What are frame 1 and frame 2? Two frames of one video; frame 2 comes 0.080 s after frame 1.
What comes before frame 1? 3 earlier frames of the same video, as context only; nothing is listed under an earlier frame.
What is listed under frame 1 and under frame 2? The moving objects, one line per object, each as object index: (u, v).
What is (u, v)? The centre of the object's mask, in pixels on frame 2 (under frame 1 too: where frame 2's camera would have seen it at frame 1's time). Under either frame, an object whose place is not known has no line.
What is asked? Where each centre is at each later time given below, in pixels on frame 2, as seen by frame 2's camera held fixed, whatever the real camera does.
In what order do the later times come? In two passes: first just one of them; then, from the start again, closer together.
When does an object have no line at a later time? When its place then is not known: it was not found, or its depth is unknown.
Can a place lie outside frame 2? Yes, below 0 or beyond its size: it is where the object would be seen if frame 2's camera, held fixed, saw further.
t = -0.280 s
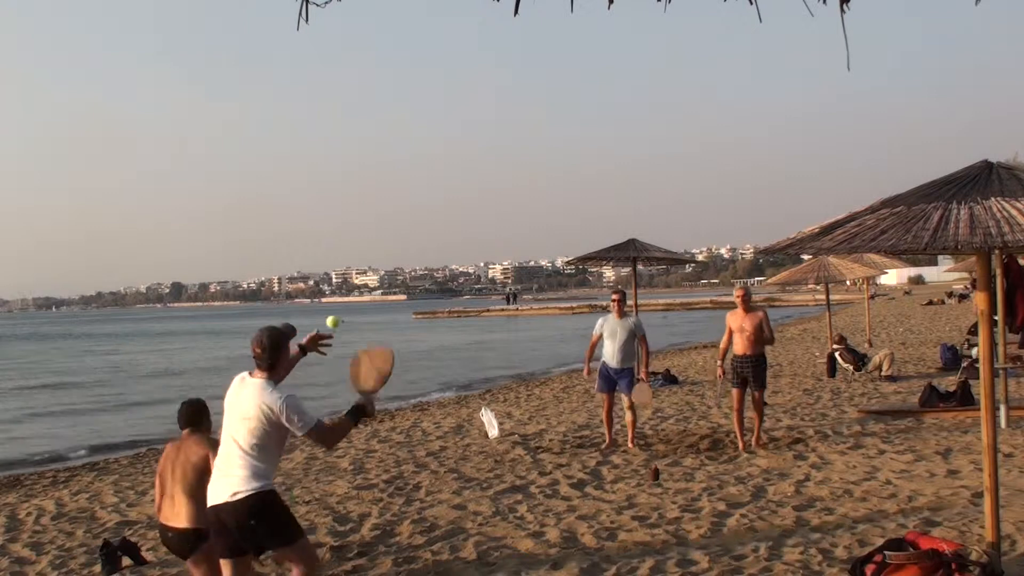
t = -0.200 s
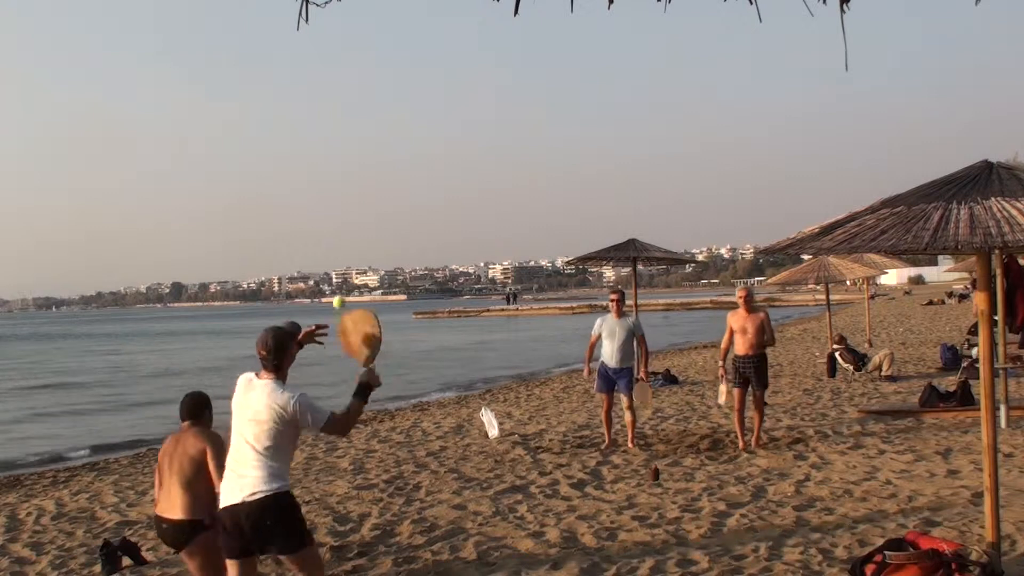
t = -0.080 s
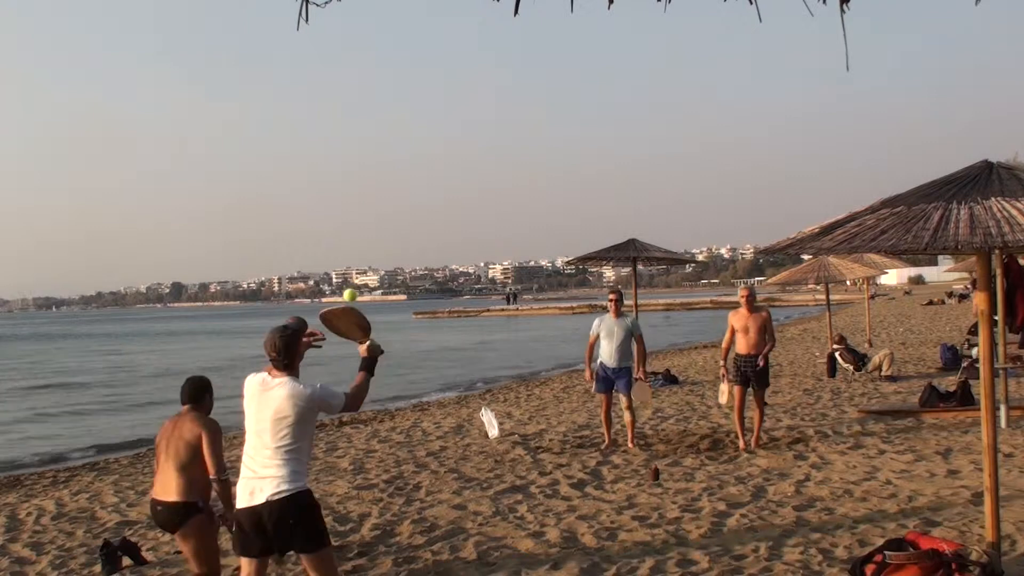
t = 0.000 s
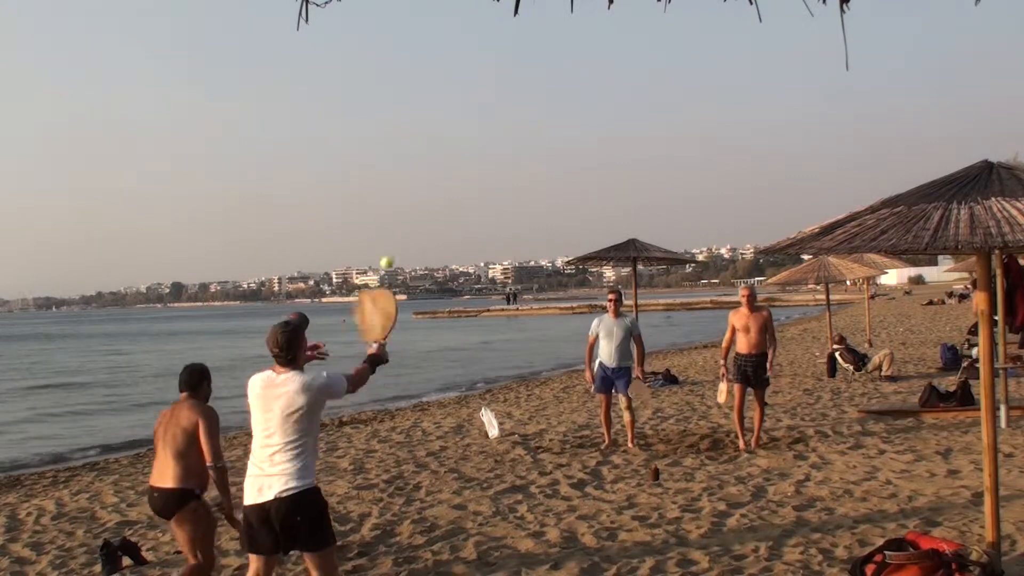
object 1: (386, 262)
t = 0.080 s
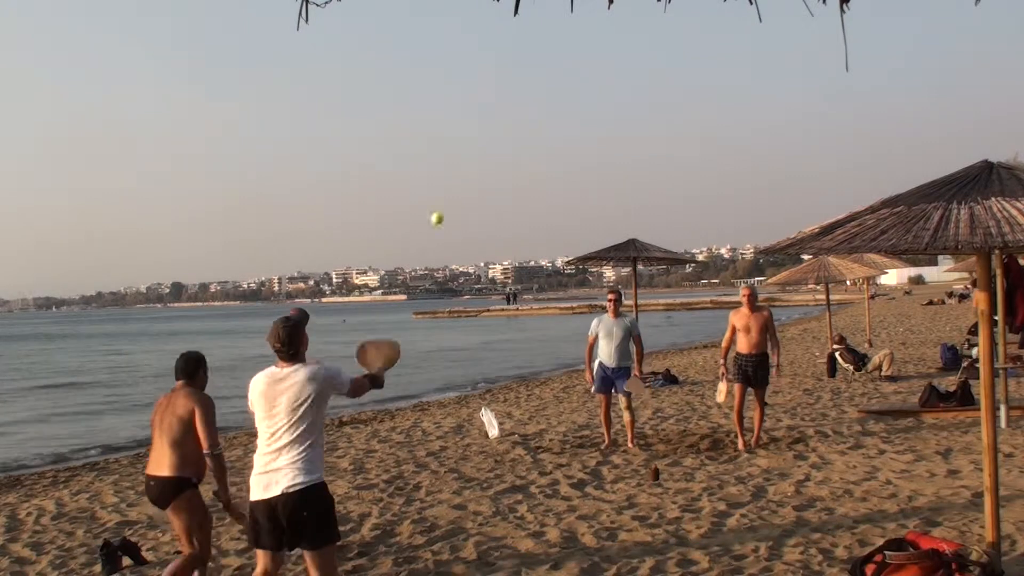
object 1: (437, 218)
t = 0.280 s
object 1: (529, 175)
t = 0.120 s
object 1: (458, 203)
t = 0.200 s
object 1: (497, 183)
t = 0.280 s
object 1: (529, 175)
